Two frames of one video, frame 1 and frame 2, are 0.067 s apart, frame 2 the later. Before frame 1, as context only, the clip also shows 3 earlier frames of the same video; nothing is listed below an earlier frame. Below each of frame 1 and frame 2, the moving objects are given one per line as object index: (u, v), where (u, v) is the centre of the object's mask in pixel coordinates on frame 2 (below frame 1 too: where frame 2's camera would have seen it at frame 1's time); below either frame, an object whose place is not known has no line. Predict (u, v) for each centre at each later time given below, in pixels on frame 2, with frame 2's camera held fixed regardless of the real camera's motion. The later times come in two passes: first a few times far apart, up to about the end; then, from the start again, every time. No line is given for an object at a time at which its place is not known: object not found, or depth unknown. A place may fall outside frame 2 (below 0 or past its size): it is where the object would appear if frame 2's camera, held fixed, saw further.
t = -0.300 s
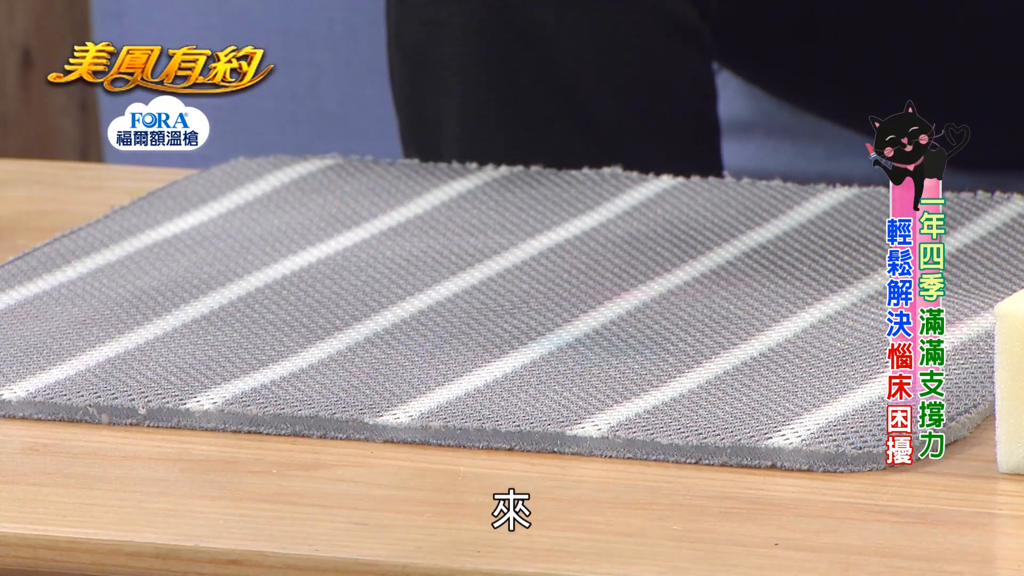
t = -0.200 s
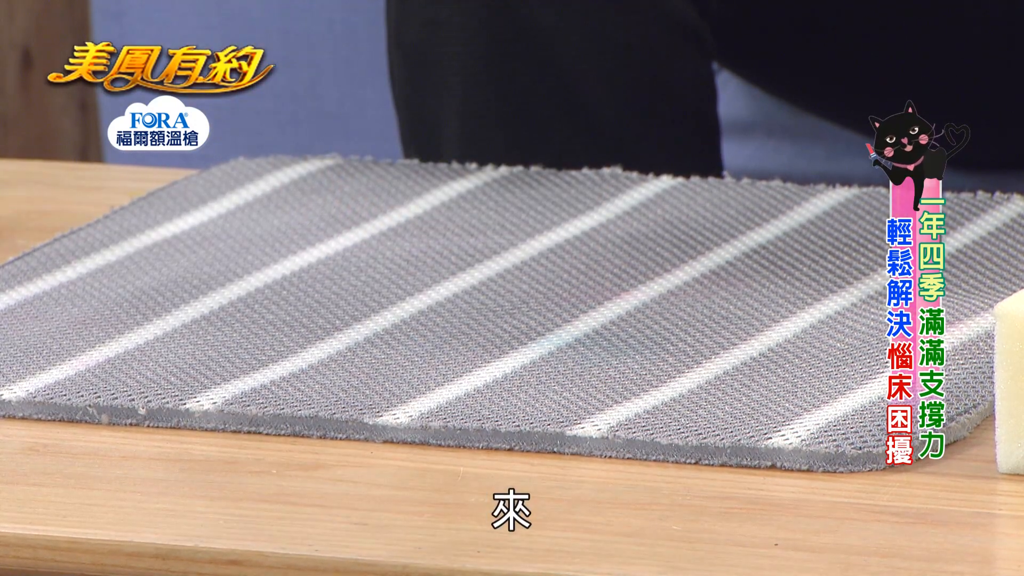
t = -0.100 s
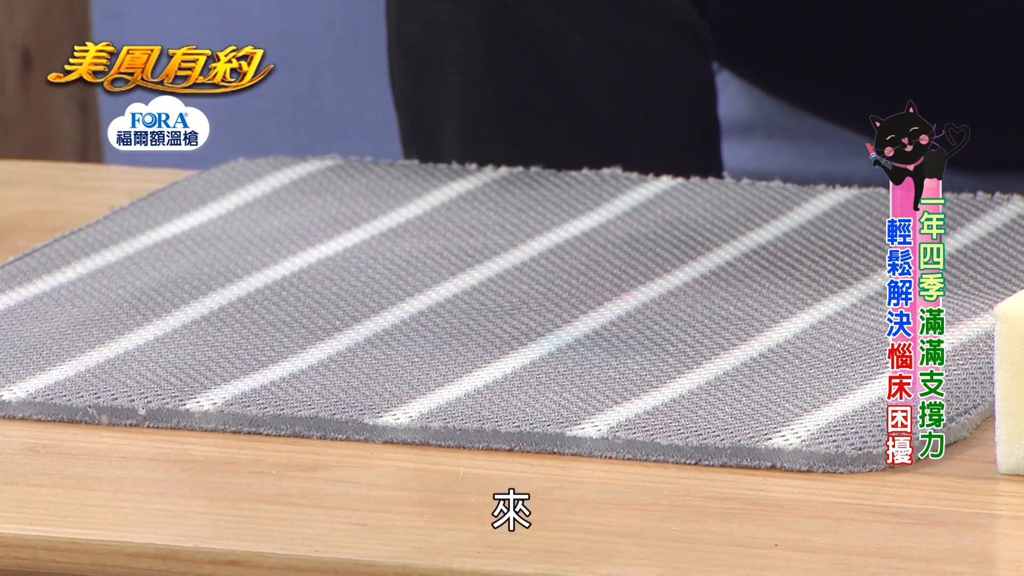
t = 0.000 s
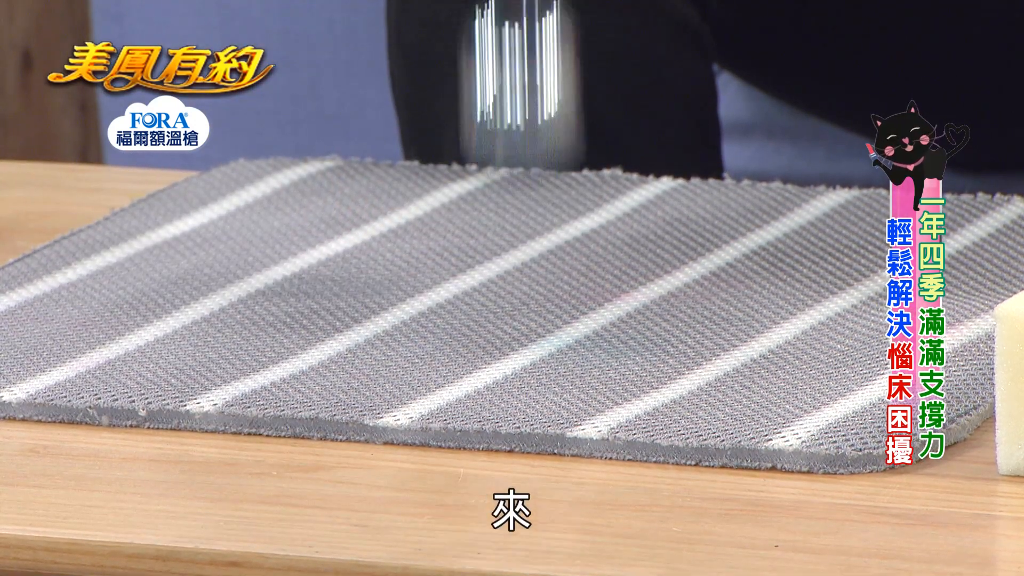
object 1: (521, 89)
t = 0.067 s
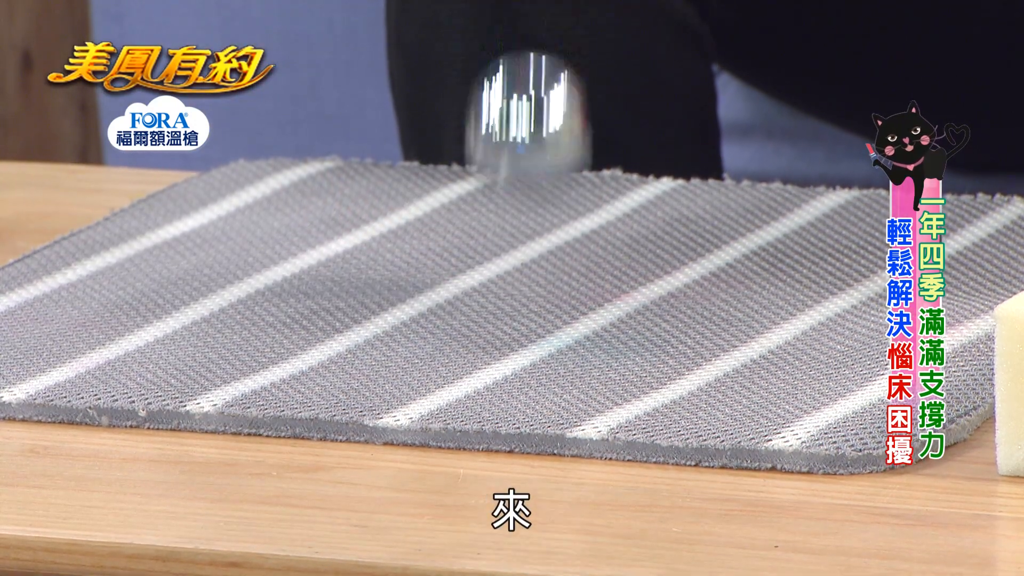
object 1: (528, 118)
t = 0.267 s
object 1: (544, 121)
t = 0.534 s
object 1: (563, 211)
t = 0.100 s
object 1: (529, 67)
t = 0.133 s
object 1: (531, 41)
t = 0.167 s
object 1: (534, 32)
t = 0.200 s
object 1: (537, 41)
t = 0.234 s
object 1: (541, 67)
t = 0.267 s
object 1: (544, 121)
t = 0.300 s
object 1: (550, 226)
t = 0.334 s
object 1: (554, 201)
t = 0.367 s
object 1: (556, 165)
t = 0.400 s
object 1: (556, 154)
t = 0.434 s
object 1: (558, 163)
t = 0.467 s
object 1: (562, 199)
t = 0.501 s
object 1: (562, 250)
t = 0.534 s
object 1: (563, 211)
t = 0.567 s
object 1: (564, 204)
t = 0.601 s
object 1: (564, 222)
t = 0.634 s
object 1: (564, 238)
